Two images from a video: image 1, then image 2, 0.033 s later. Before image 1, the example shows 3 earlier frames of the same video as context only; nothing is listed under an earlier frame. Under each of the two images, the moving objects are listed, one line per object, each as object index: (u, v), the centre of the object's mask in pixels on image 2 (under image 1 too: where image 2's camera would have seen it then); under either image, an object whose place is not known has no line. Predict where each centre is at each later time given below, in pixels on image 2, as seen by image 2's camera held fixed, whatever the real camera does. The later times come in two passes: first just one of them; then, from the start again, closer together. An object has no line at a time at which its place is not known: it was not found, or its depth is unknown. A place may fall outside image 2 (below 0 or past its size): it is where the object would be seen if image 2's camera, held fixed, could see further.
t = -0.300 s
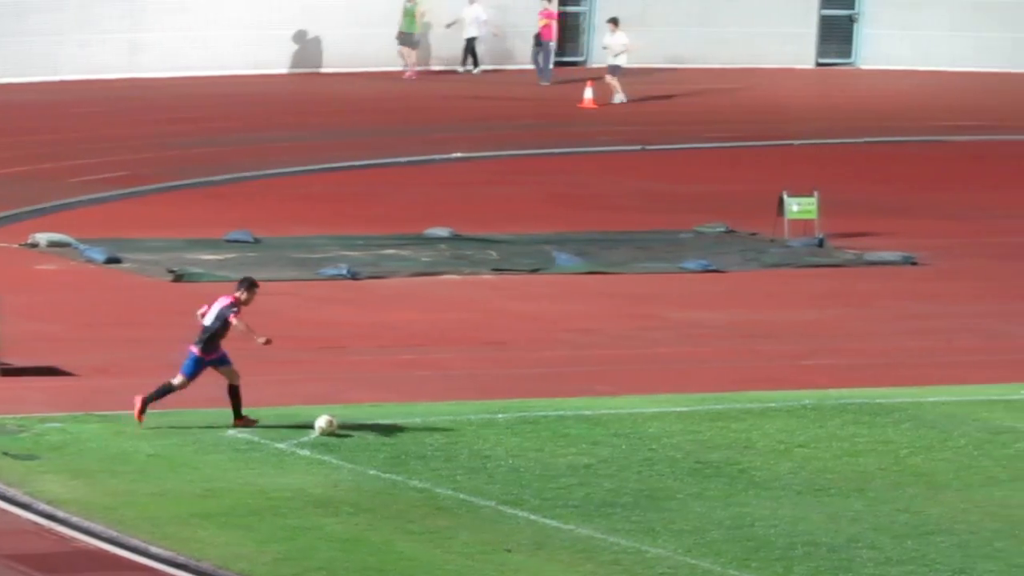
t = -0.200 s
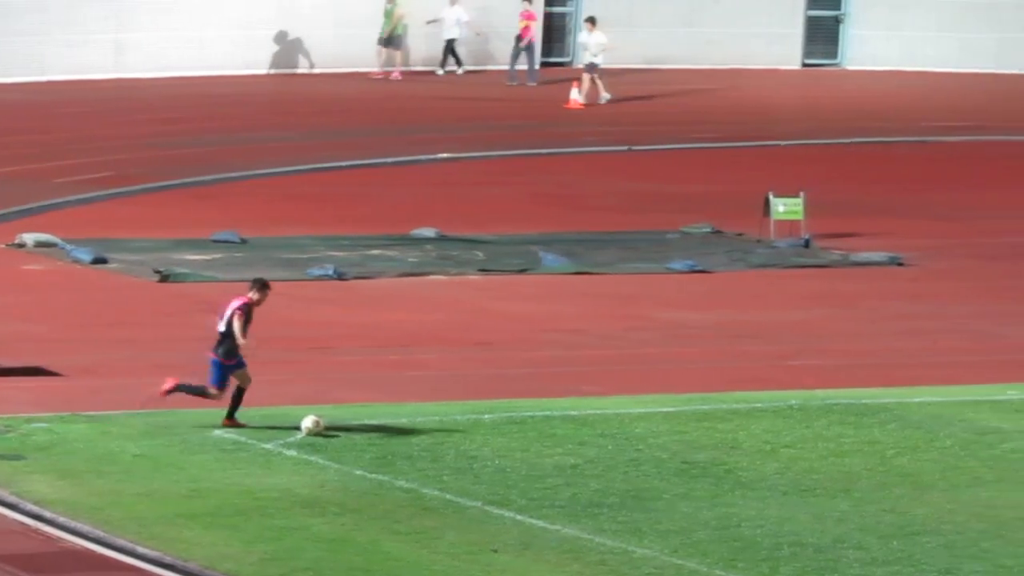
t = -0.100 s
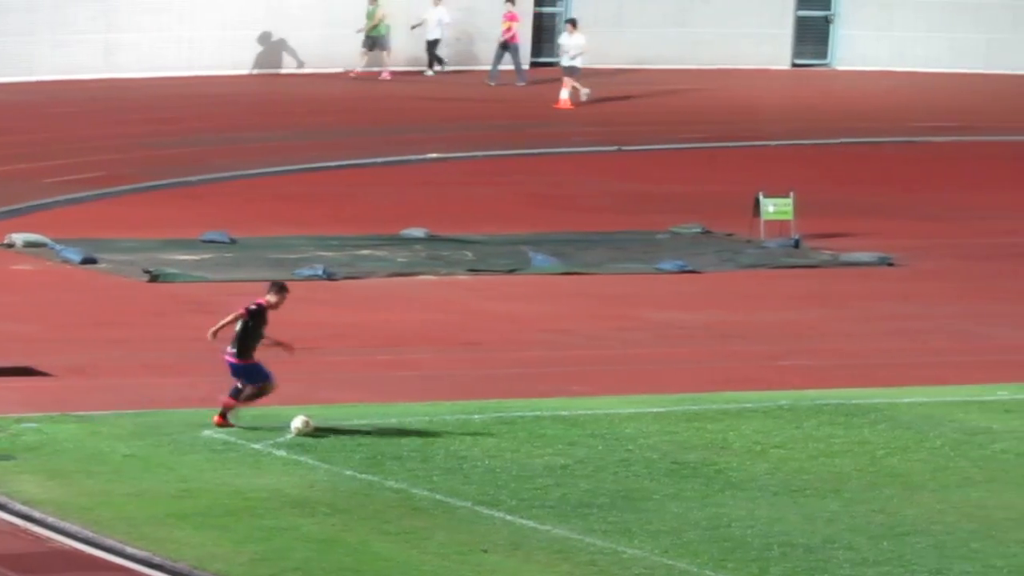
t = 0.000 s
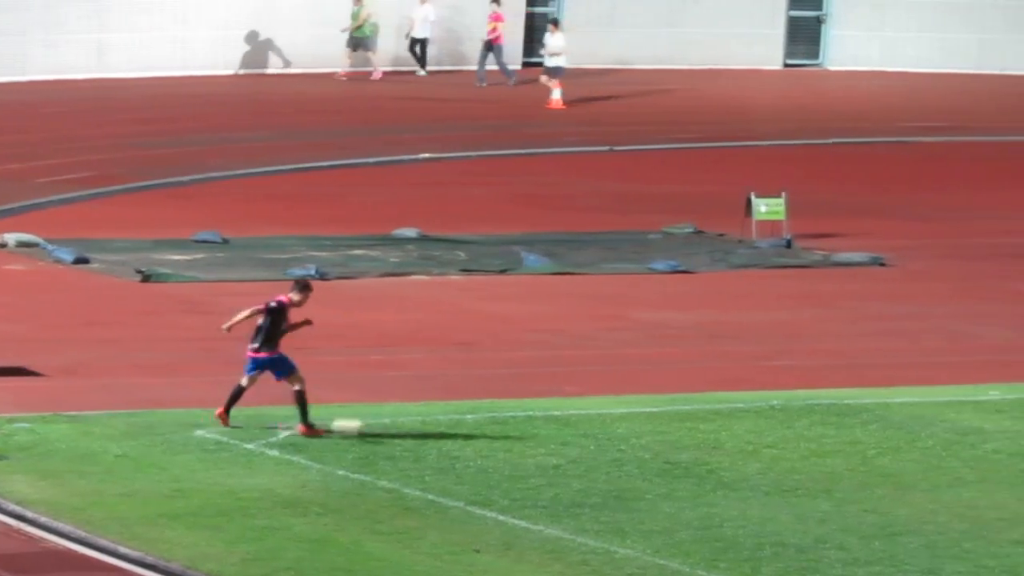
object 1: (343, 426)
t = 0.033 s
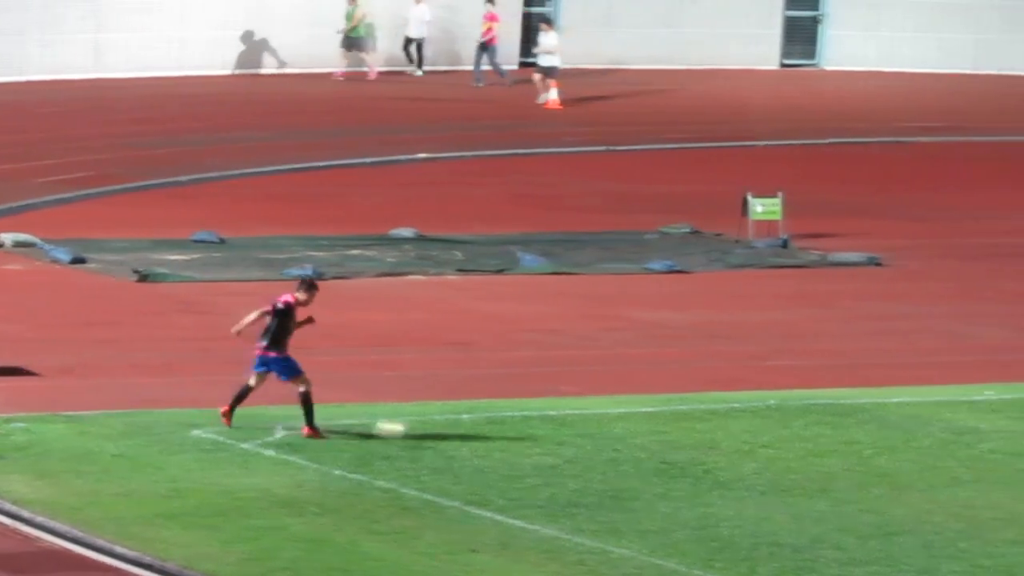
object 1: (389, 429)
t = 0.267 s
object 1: (716, 474)
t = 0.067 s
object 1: (439, 432)
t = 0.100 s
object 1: (485, 438)
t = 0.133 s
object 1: (532, 442)
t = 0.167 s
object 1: (579, 451)
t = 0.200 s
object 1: (626, 457)
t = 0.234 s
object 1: (673, 467)
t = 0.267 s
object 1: (716, 474)
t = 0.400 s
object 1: (867, 489)
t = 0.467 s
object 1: (942, 503)
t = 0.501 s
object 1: (975, 509)
